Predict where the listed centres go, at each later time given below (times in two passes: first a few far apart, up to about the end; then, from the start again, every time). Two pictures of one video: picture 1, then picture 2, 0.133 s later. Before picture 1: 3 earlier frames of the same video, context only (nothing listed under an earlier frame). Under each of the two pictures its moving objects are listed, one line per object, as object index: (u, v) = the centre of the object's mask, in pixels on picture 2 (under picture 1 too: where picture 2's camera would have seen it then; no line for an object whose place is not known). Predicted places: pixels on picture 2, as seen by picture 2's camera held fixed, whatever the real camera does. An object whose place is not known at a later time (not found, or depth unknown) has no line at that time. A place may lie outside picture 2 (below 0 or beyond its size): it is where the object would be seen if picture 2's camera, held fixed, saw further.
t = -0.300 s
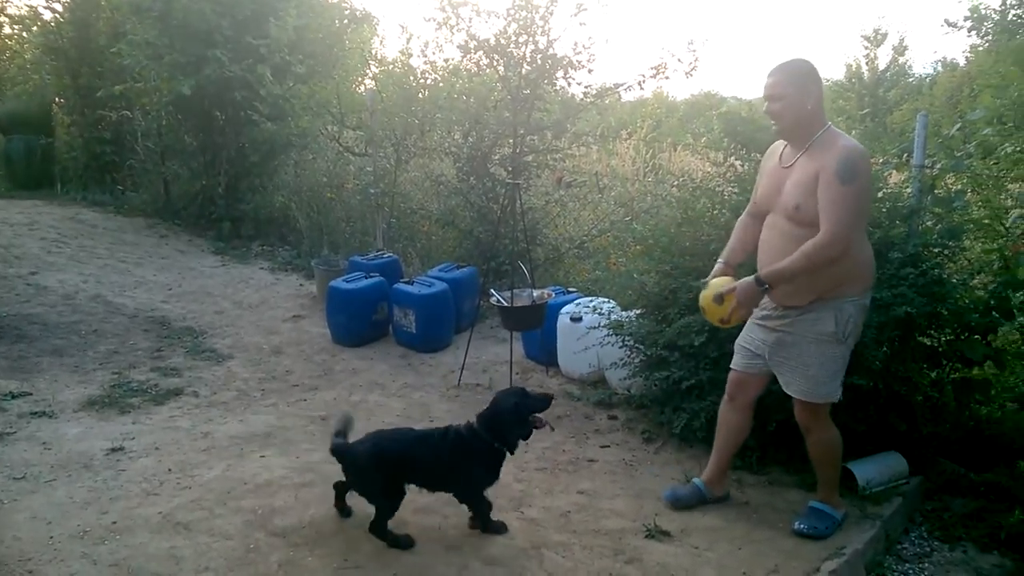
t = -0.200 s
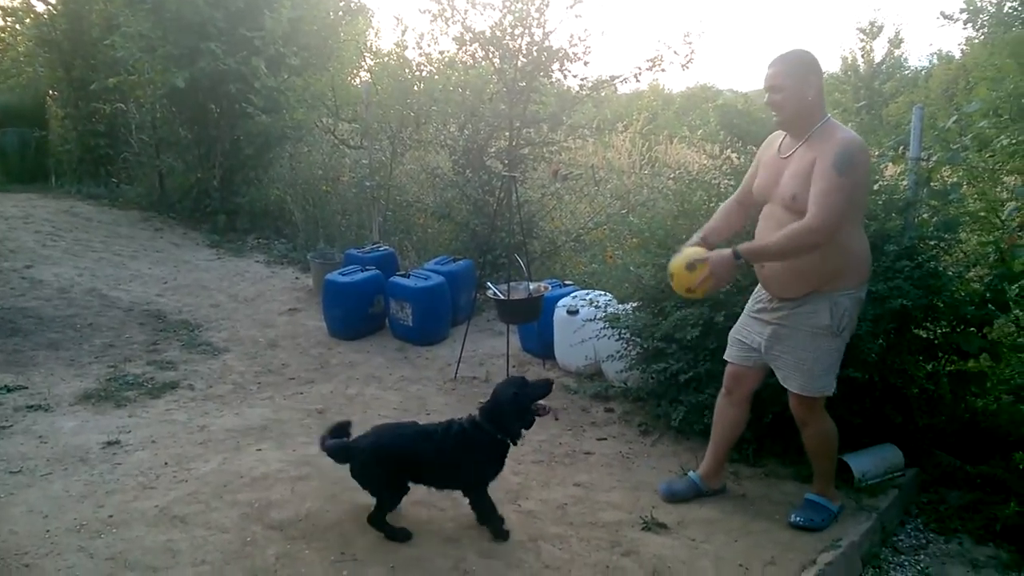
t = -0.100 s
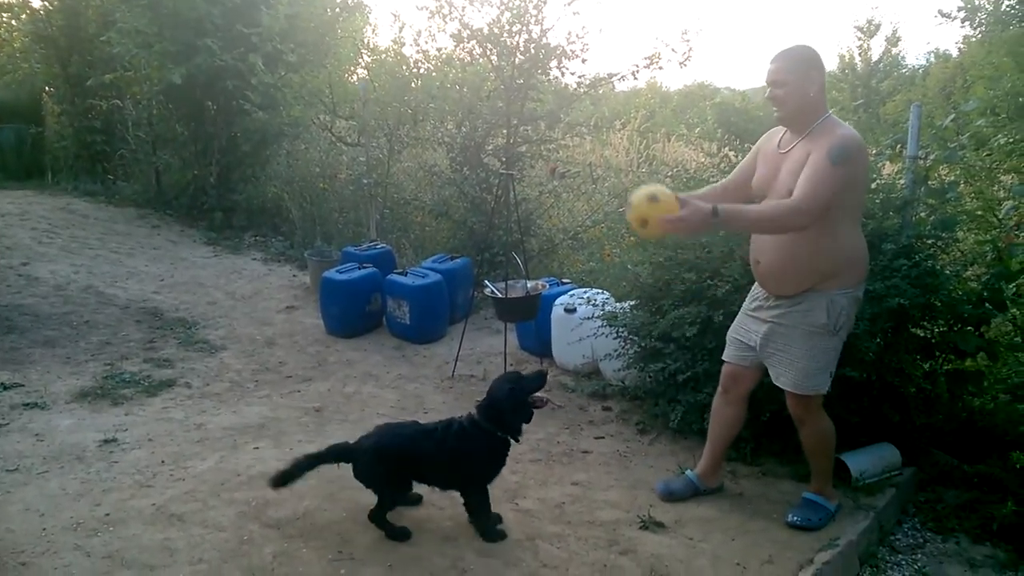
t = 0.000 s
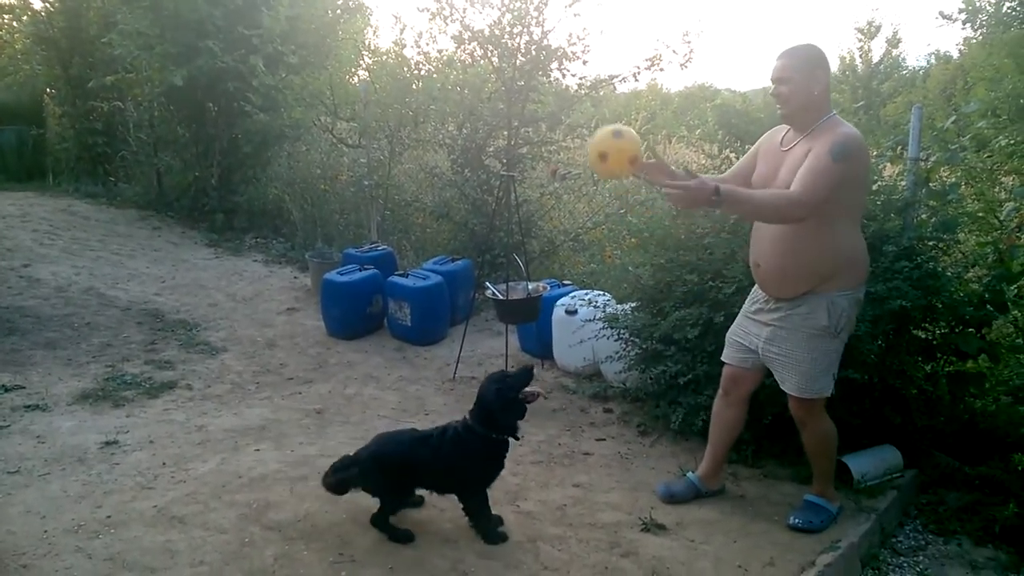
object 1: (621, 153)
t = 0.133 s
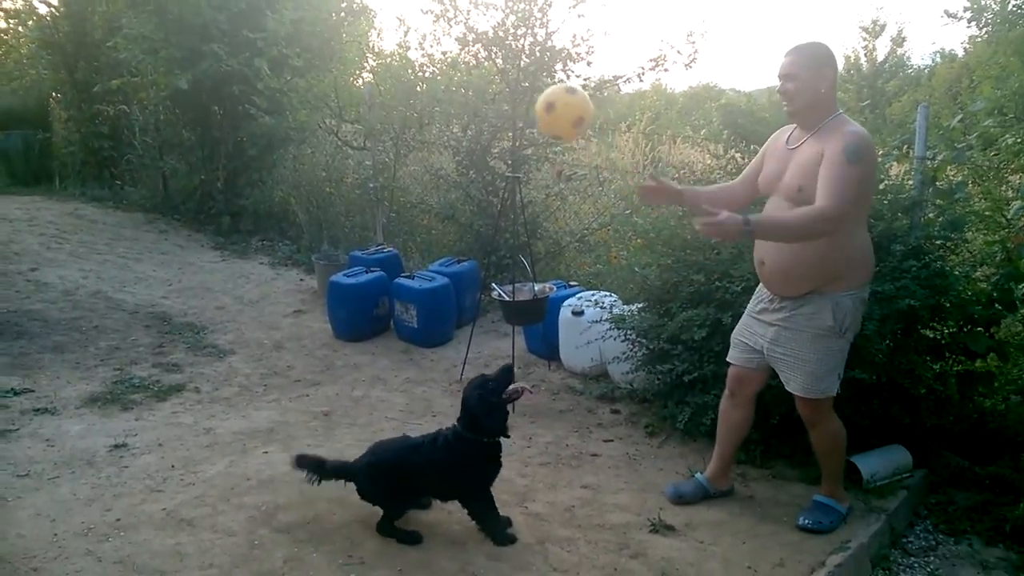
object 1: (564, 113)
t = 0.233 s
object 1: (521, 117)
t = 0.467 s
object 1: (425, 253)
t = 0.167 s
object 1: (549, 110)
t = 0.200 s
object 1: (535, 111)
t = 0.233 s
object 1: (521, 117)
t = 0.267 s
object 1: (507, 125)
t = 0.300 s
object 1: (493, 138)
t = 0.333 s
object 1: (479, 154)
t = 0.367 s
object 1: (465, 174)
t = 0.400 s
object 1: (452, 198)
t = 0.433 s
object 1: (438, 224)
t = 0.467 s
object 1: (425, 253)
